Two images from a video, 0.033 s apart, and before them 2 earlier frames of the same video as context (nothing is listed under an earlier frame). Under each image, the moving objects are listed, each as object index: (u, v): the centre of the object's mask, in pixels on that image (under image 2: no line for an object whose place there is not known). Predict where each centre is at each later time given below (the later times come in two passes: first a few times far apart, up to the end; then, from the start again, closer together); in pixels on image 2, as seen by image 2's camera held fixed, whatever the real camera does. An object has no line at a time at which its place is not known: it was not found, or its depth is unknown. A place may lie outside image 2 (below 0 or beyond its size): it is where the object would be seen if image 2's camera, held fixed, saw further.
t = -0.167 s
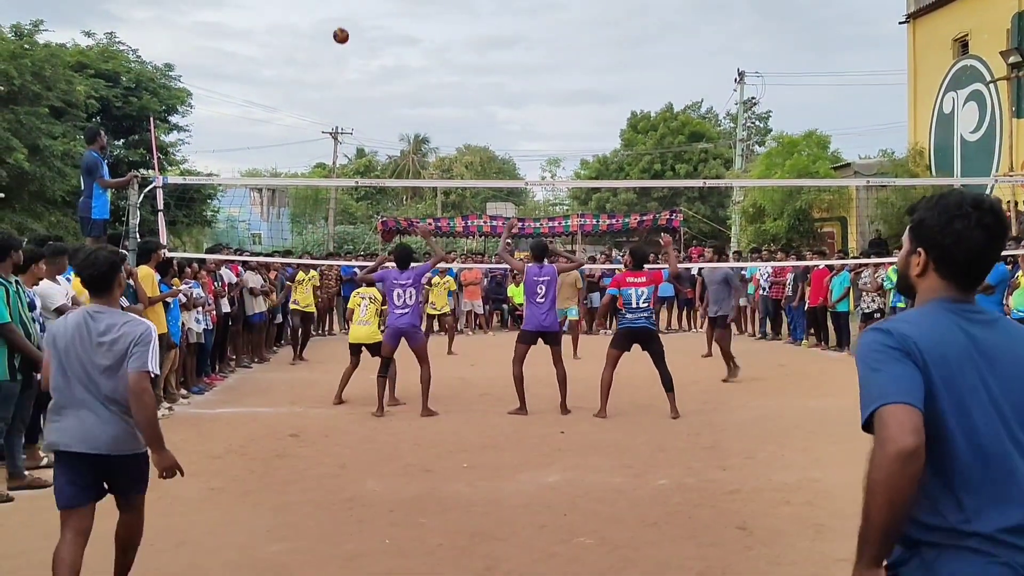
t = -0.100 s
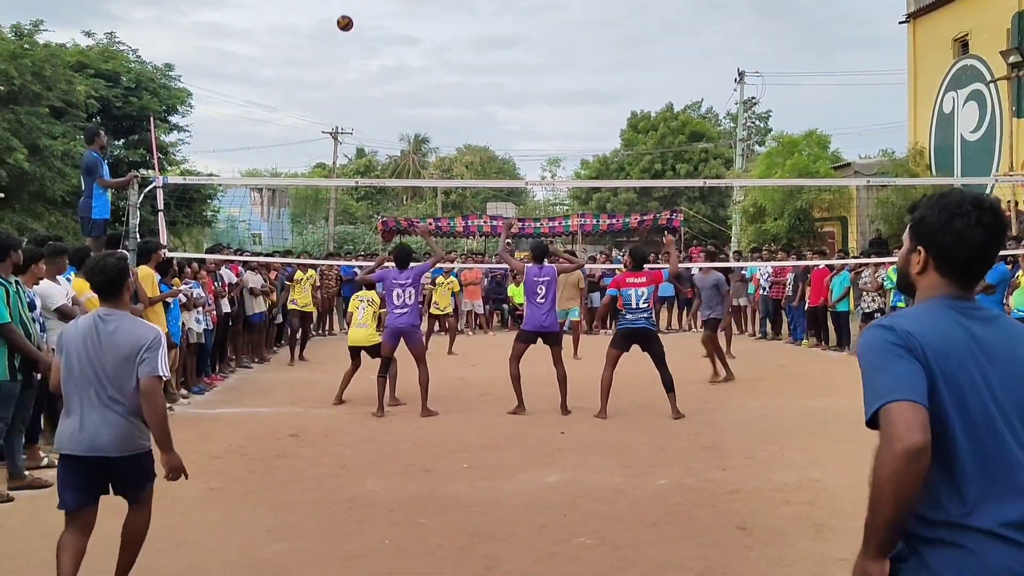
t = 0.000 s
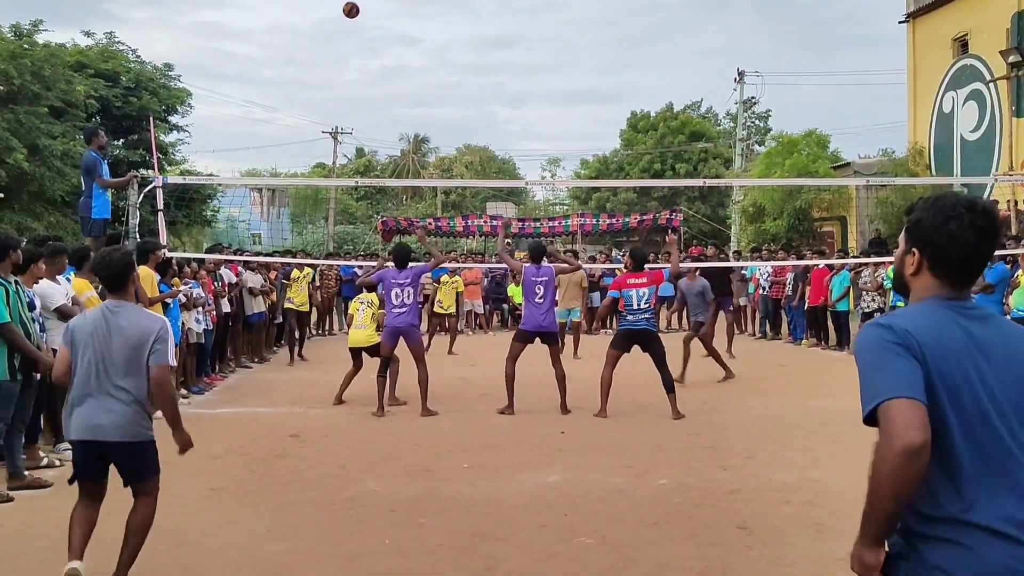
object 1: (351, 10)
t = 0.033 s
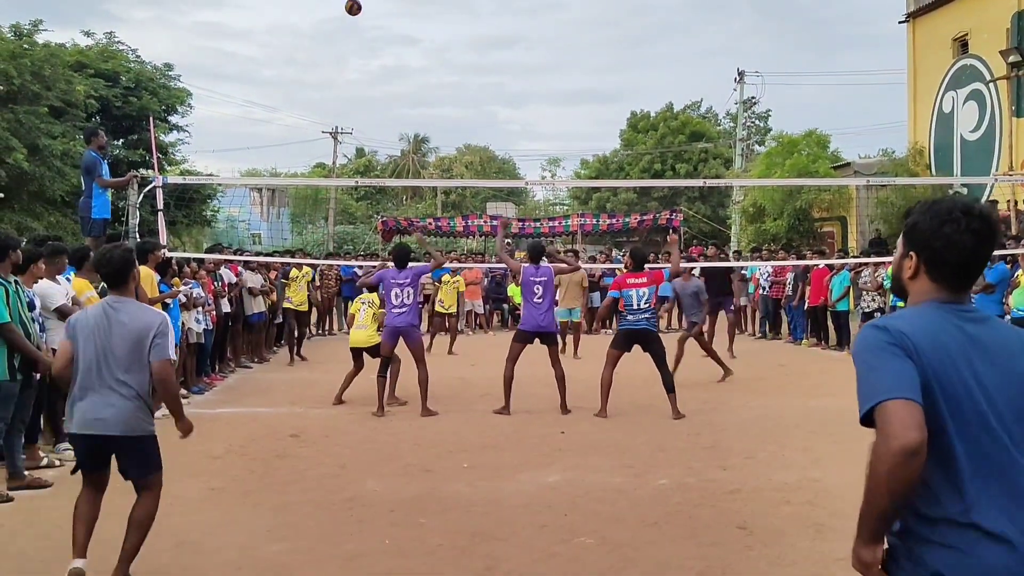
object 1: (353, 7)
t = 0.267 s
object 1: (371, 13)
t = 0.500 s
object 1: (392, 65)
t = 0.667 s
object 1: (408, 133)
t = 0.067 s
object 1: (355, 6)
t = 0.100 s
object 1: (358, 6)
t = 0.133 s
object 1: (361, 6)
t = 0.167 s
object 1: (363, 6)
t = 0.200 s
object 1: (366, 7)
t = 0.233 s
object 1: (368, 9)
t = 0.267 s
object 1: (371, 13)
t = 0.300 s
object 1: (374, 17)
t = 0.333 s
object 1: (377, 23)
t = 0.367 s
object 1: (380, 29)
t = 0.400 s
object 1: (383, 37)
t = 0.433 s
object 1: (386, 45)
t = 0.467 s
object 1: (389, 54)
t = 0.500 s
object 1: (392, 65)
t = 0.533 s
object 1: (395, 77)
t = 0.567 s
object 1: (398, 89)
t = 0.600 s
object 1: (401, 103)
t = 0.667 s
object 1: (408, 133)
